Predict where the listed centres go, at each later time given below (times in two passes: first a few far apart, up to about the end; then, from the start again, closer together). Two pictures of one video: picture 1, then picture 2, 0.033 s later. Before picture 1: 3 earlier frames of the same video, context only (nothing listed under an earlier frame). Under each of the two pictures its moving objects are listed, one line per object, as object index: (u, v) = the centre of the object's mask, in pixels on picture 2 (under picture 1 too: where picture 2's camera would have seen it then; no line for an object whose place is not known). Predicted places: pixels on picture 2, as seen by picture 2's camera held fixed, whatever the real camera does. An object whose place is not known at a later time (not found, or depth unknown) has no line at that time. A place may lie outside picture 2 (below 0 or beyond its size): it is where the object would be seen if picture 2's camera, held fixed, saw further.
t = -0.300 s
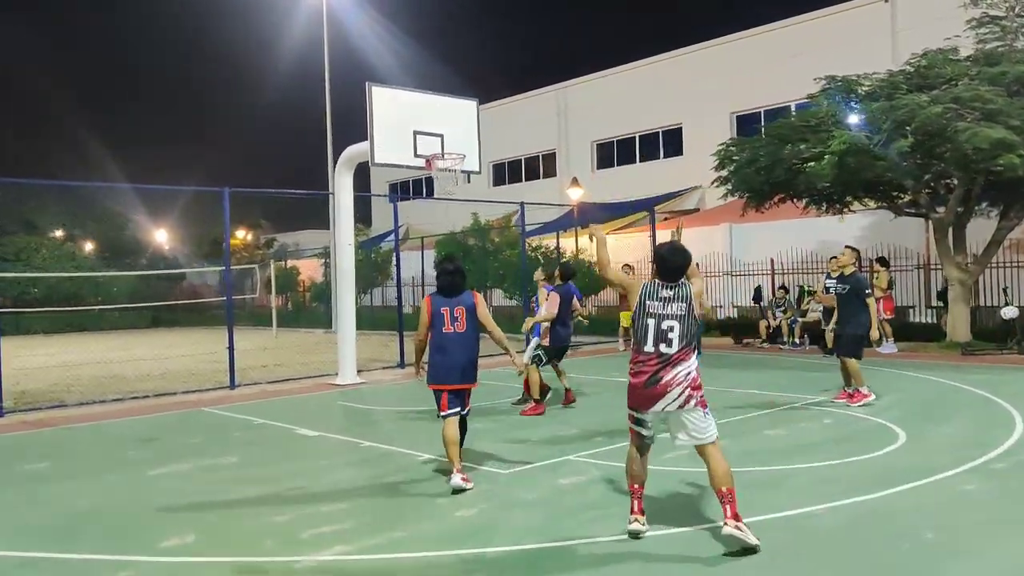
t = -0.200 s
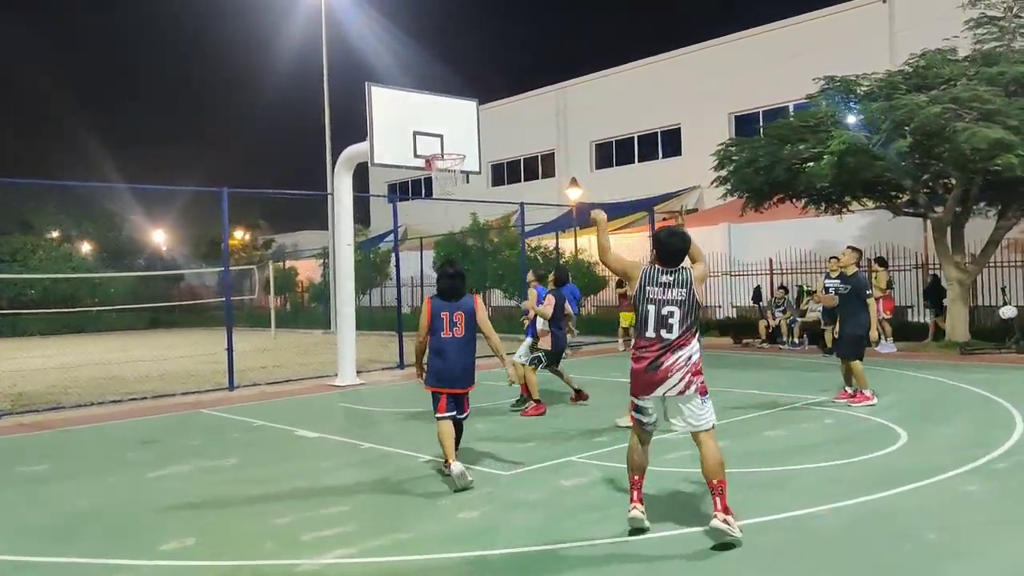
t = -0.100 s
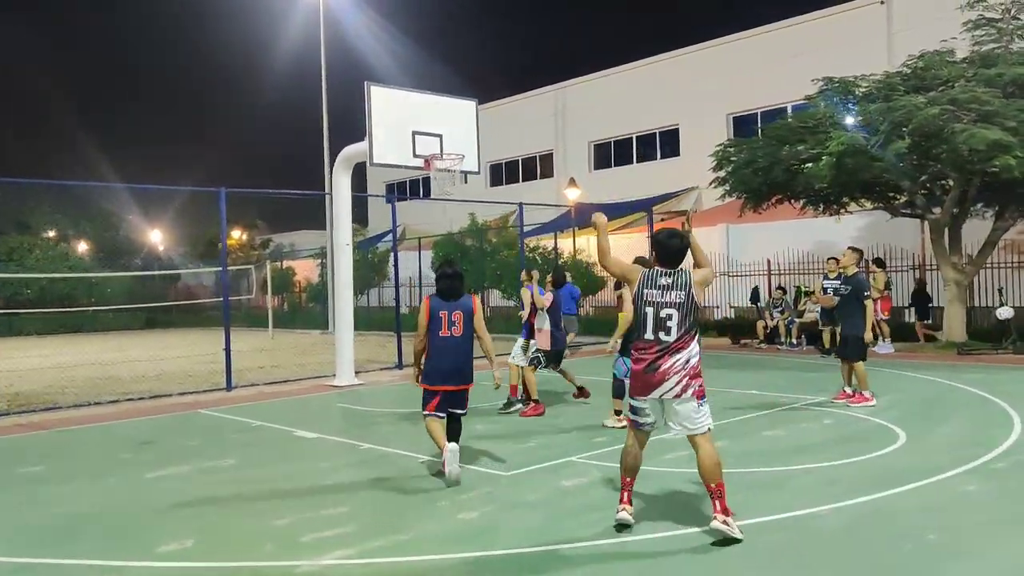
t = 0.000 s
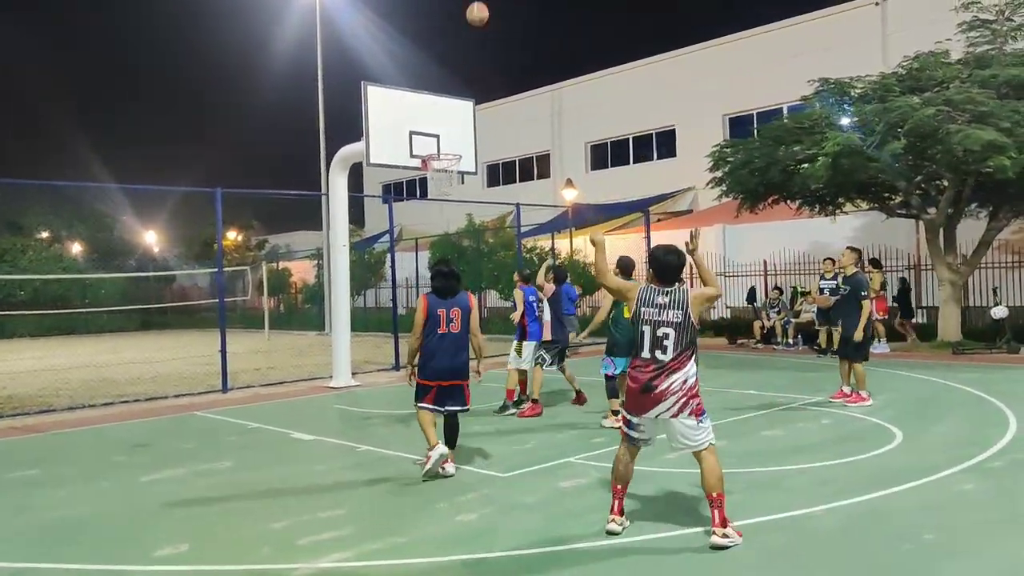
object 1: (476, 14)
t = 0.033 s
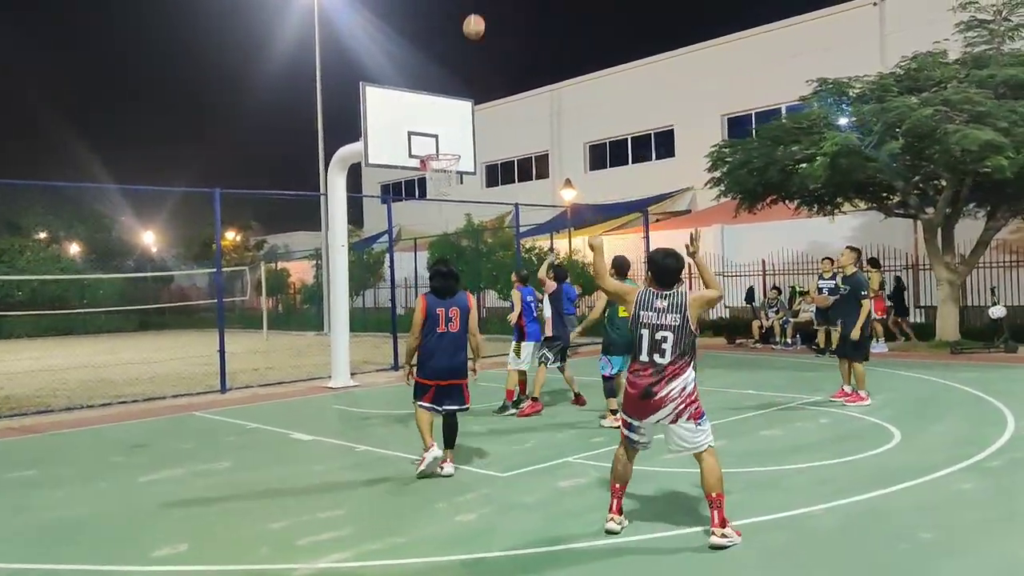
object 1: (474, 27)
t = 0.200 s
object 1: (467, 95)
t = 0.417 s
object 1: (498, 136)
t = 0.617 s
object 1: (570, 132)
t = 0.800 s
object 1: (637, 155)
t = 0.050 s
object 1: (473, 33)
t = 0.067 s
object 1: (472, 40)
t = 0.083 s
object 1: (471, 46)
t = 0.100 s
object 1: (471, 52)
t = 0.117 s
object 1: (470, 60)
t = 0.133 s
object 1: (469, 67)
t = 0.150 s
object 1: (468, 74)
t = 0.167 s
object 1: (468, 81)
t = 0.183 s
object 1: (467, 88)
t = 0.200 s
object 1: (467, 95)
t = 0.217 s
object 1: (466, 103)
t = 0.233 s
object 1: (465, 111)
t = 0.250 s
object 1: (465, 119)
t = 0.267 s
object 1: (464, 127)
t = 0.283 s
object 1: (464, 135)
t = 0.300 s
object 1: (463, 143)
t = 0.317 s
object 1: (464, 149)
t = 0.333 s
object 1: (470, 147)
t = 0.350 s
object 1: (475, 144)
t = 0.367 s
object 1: (480, 143)
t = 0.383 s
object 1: (487, 140)
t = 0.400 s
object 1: (493, 138)
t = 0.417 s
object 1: (498, 136)
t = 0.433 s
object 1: (504, 135)
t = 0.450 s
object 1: (510, 134)
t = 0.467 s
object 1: (516, 133)
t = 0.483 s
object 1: (522, 132)
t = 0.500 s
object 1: (528, 131)
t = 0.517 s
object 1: (534, 130)
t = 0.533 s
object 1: (539, 130)
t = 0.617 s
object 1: (570, 132)
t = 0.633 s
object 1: (576, 133)
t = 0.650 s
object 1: (582, 135)
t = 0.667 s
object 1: (587, 137)
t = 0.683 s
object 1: (593, 138)
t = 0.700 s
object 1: (600, 140)
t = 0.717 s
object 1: (606, 141)
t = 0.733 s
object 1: (612, 144)
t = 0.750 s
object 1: (619, 147)
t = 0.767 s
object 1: (624, 149)
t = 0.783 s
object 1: (631, 153)
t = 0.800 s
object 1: (637, 155)
